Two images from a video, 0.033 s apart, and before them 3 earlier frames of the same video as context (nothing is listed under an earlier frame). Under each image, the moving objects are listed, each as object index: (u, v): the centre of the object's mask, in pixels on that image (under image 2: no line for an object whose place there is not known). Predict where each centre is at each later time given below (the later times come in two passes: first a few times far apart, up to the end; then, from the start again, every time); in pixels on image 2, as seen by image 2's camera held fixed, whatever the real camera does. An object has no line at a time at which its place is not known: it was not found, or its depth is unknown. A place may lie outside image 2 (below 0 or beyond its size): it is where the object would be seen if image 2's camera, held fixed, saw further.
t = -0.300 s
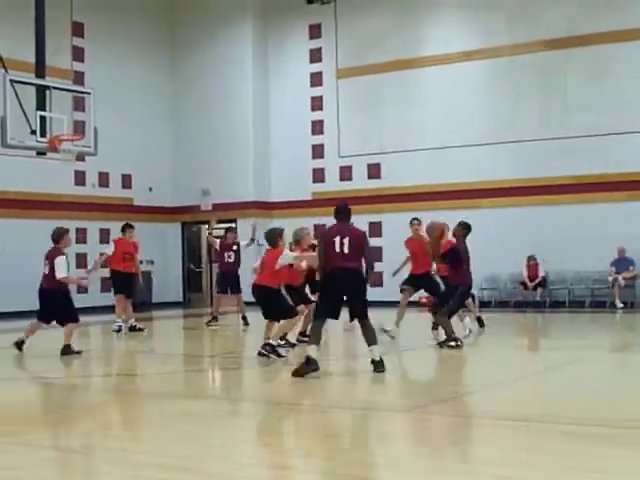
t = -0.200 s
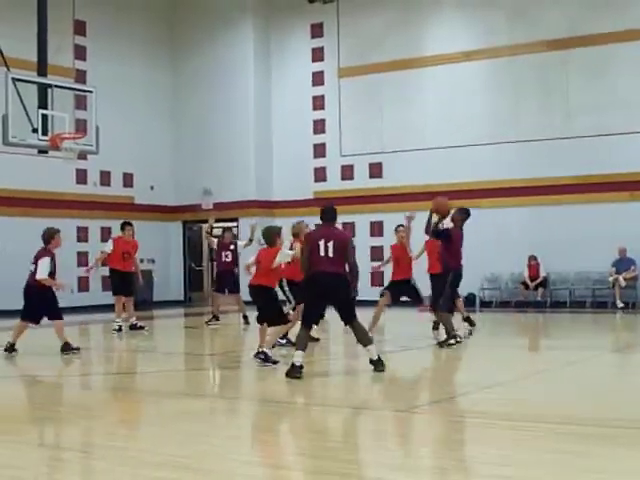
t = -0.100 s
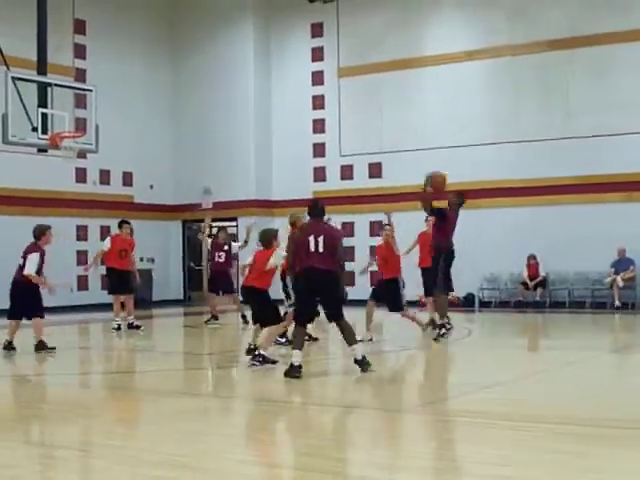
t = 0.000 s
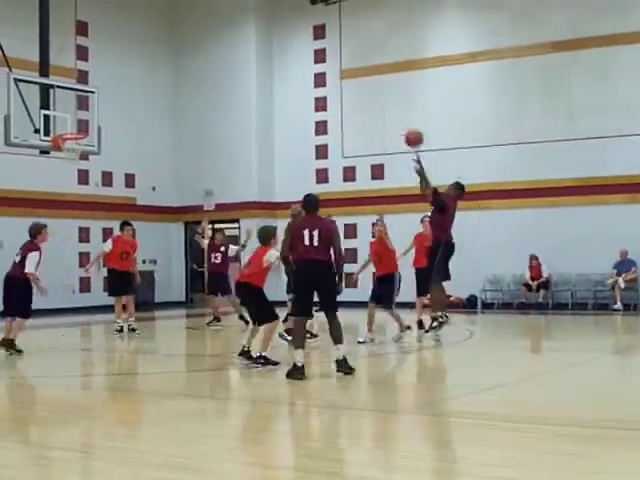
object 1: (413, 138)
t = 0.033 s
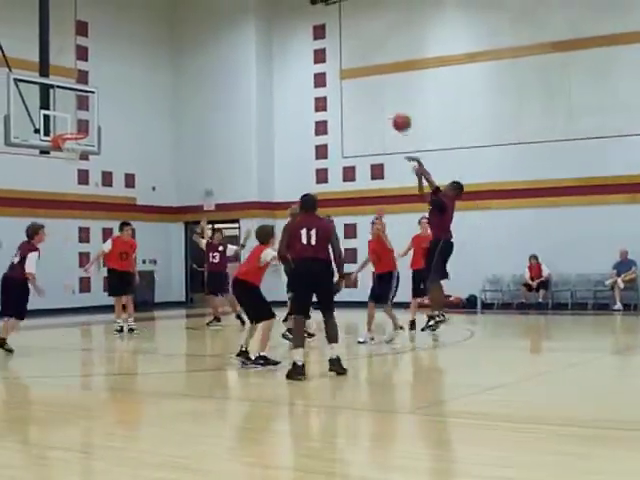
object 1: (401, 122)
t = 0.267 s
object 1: (321, 41)
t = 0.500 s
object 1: (250, 9)
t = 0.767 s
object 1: (178, 19)
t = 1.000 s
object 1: (124, 69)
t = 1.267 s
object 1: (90, 135)
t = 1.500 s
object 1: (120, 173)
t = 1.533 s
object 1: (125, 182)
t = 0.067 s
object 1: (389, 107)
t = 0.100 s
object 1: (377, 94)
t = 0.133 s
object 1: (365, 82)
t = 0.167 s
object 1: (353, 70)
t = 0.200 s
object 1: (342, 59)
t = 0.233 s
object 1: (332, 50)
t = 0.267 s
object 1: (321, 41)
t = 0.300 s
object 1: (310, 35)
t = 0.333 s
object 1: (299, 28)
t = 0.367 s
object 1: (289, 22)
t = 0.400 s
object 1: (279, 17)
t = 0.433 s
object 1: (269, 14)
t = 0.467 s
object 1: (260, 12)
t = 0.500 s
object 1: (250, 9)
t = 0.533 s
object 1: (241, 8)
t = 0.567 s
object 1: (232, 8)
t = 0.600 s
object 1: (223, 8)
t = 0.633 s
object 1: (215, 11)
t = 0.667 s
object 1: (206, 12)
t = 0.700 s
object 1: (198, 13)
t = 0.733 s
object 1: (185, 15)
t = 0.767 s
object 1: (178, 19)
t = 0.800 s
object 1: (171, 26)
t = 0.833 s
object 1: (163, 33)
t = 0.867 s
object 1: (155, 37)
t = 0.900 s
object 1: (148, 44)
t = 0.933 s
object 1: (139, 52)
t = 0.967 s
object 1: (131, 59)
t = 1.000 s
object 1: (124, 69)
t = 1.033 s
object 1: (117, 78)
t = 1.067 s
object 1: (109, 87)
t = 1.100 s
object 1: (103, 98)
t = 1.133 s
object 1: (95, 108)
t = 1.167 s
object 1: (89, 119)
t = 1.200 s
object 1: (83, 127)
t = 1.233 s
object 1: (86, 133)
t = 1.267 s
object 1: (90, 135)
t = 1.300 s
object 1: (94, 138)
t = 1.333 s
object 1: (99, 142)
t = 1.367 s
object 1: (103, 147)
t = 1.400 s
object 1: (107, 152)
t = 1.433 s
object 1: (112, 158)
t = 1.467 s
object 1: (116, 165)
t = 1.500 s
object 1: (120, 173)
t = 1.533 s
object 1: (125, 182)
